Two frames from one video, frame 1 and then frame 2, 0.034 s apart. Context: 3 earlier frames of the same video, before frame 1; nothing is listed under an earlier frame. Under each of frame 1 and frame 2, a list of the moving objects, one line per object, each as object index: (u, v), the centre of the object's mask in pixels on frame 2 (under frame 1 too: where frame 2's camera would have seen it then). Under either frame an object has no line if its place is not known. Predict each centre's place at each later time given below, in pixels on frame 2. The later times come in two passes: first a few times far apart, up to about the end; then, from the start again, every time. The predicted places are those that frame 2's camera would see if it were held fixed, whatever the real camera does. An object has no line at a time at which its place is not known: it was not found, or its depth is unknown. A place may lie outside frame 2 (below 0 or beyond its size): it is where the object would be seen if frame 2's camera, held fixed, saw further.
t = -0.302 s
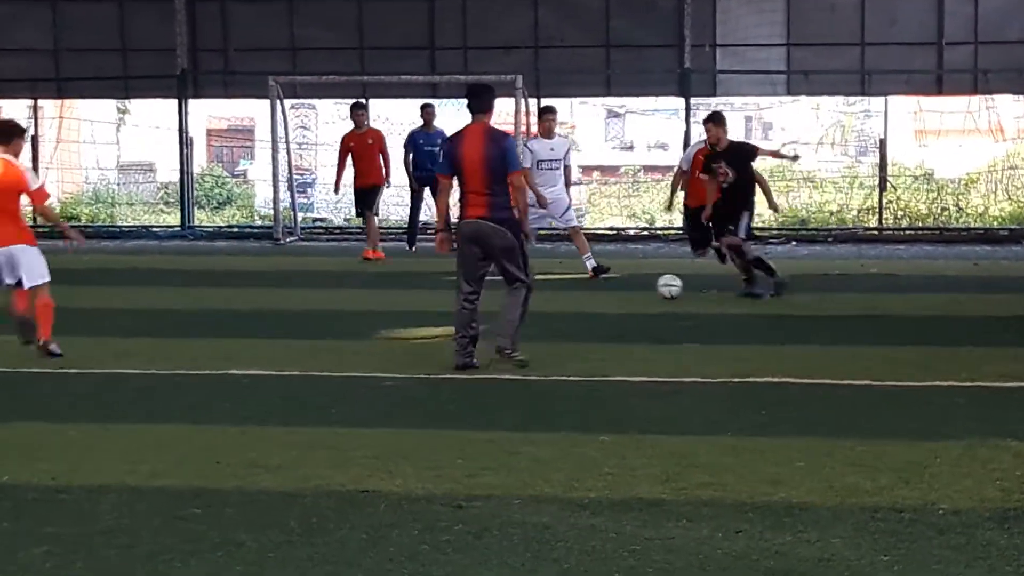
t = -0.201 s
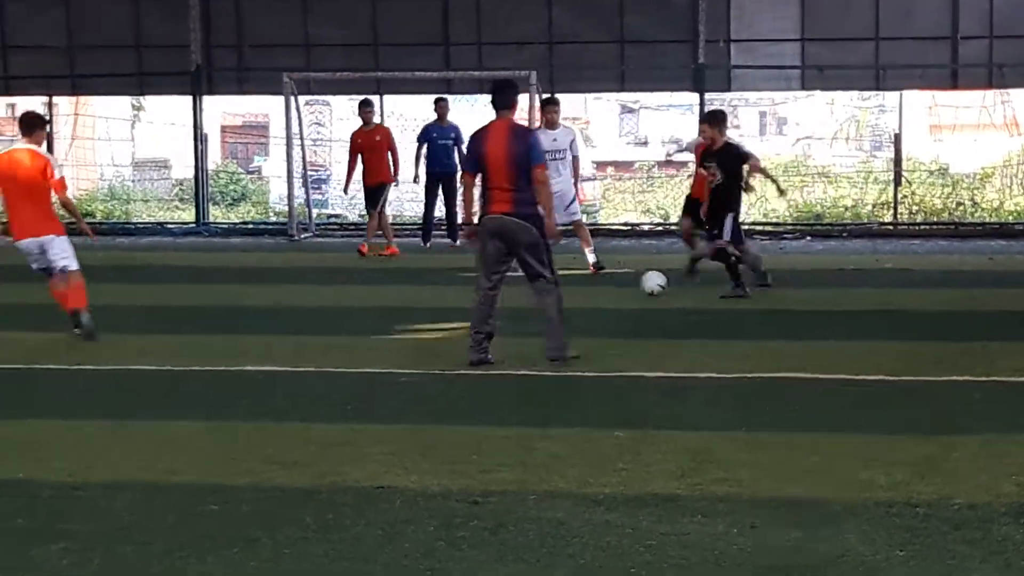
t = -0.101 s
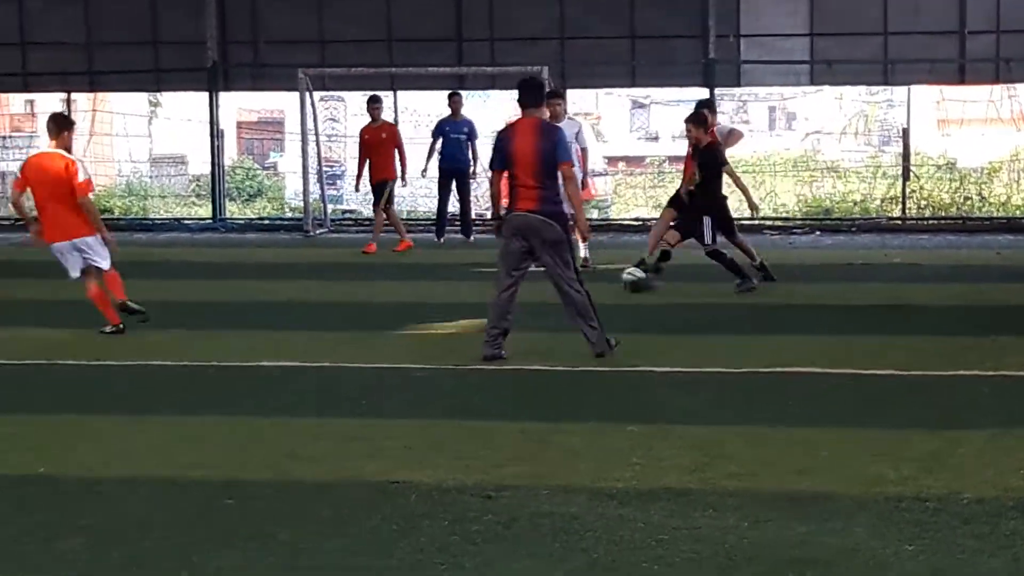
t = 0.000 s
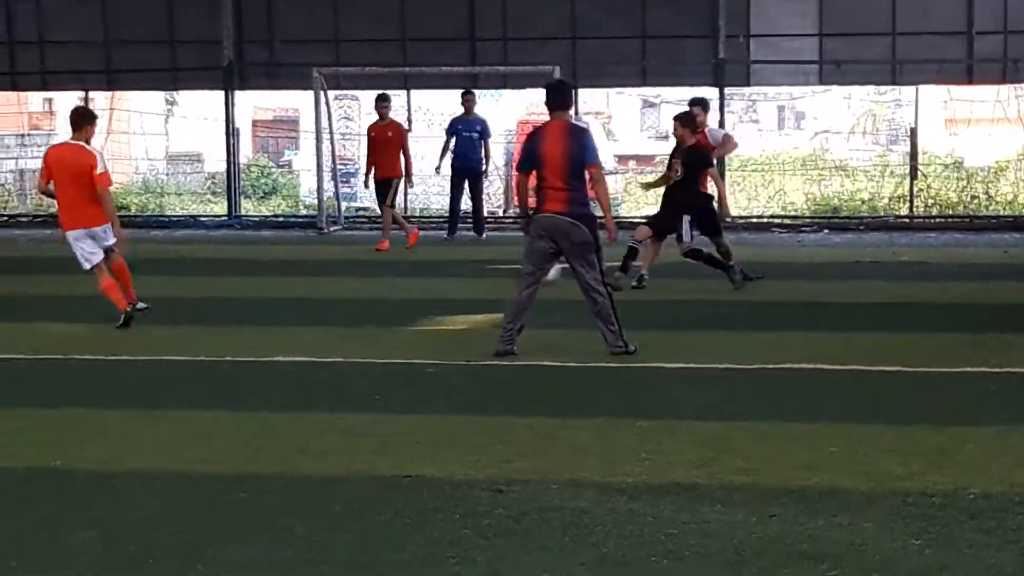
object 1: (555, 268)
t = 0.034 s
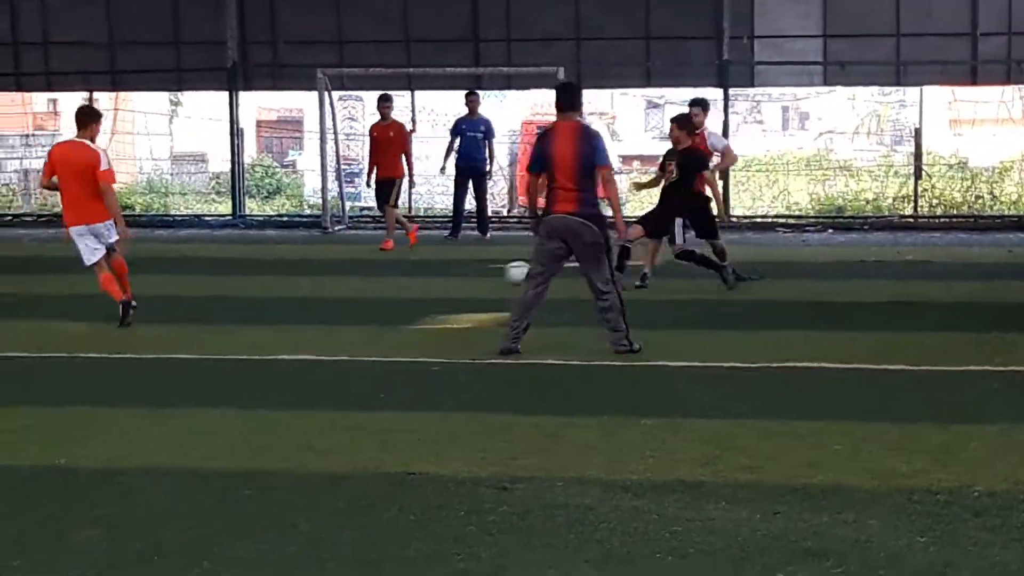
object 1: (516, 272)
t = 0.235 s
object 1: (354, 271)
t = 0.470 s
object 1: (219, 268)
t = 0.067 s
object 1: (487, 271)
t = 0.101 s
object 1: (458, 272)
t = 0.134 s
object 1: (426, 270)
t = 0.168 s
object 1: (403, 274)
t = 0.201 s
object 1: (376, 271)
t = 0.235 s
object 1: (354, 271)
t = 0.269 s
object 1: (329, 271)
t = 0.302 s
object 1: (308, 270)
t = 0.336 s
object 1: (289, 270)
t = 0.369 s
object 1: (271, 271)
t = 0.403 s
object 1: (252, 269)
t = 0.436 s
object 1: (235, 268)
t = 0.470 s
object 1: (219, 268)
